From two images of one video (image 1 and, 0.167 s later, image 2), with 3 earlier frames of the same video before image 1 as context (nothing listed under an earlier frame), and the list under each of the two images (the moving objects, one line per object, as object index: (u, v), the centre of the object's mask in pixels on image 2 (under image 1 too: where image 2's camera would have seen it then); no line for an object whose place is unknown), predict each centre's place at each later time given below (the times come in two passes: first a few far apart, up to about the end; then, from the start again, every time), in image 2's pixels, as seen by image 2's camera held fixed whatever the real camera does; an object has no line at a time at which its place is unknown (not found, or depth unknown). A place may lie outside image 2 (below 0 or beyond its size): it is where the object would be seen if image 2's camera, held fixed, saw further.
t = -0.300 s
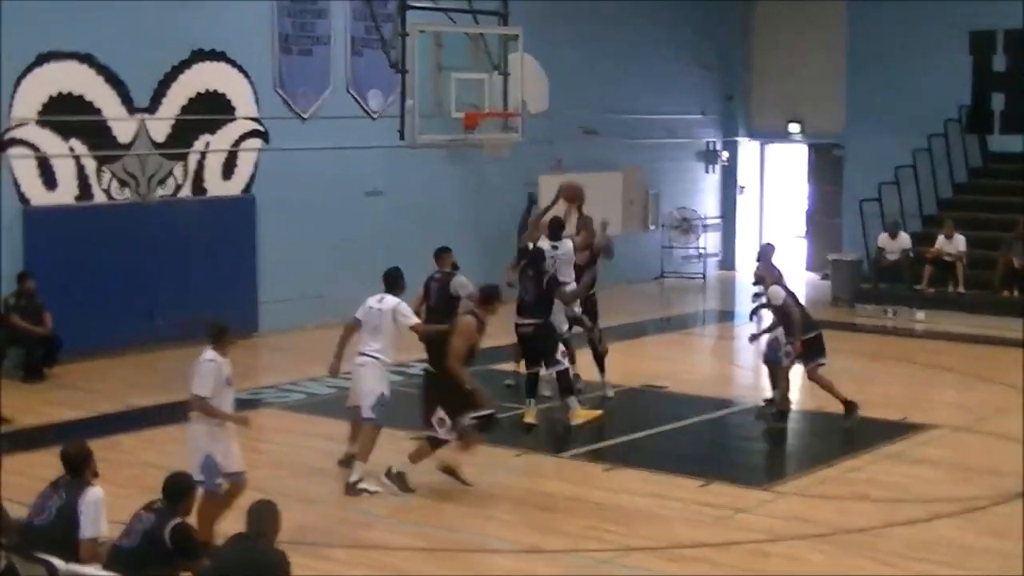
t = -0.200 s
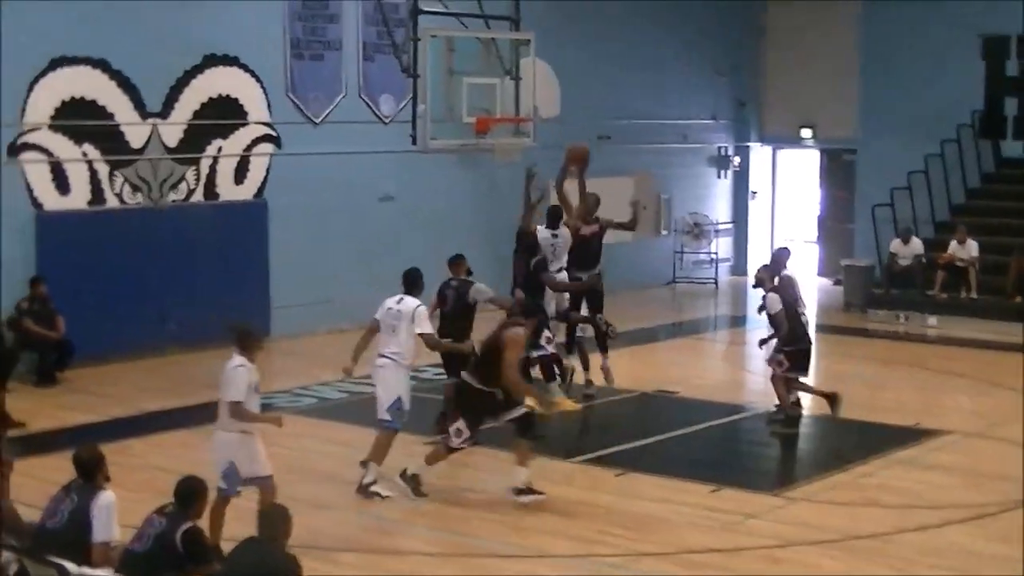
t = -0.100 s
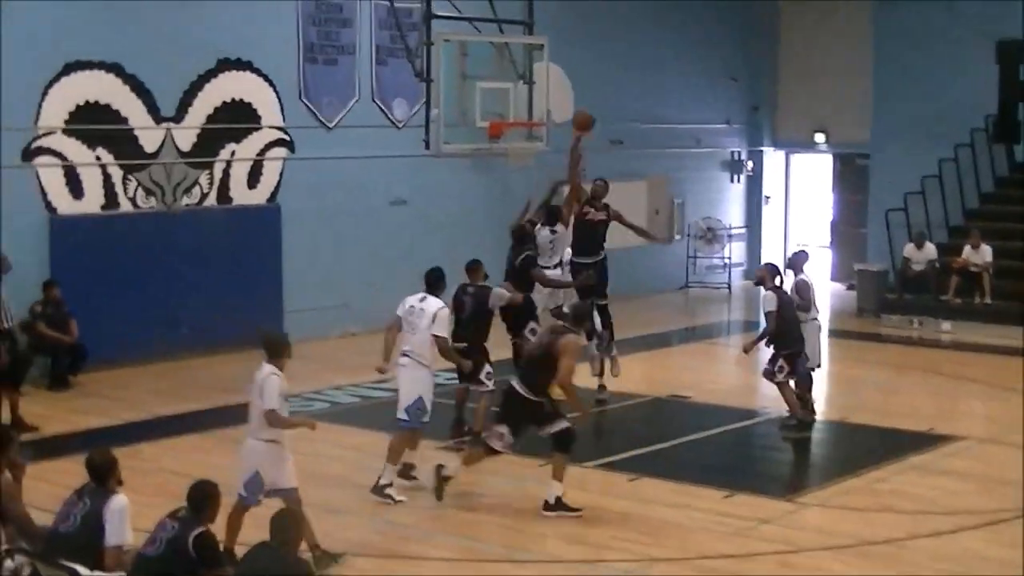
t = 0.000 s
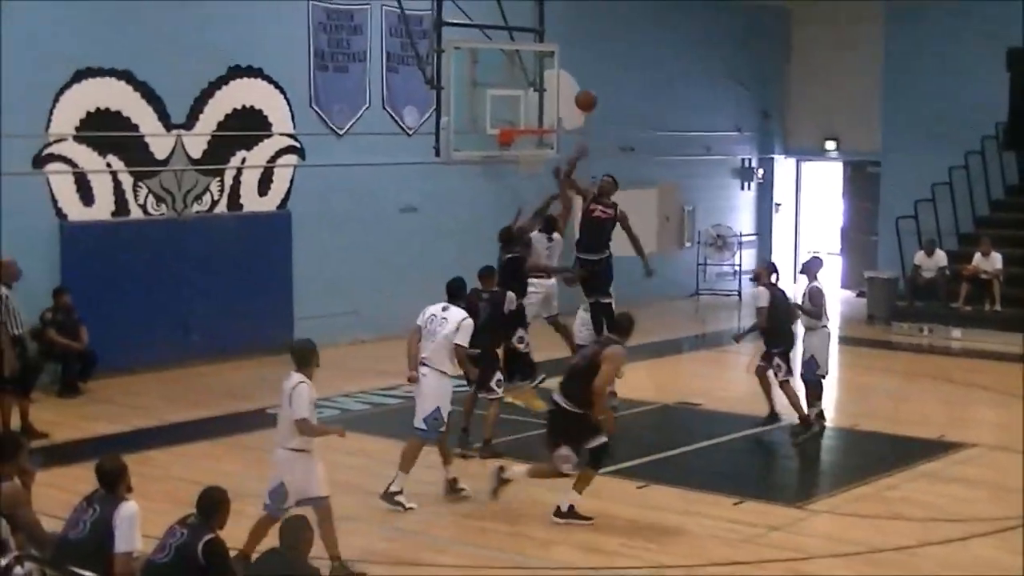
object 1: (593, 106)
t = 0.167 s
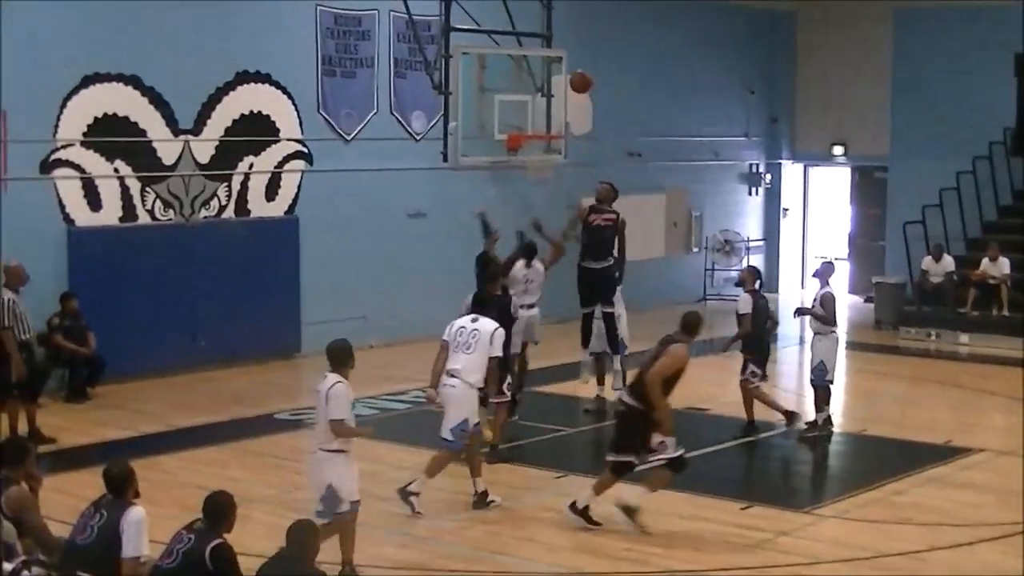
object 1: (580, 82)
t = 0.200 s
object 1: (578, 80)
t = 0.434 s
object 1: (559, 100)
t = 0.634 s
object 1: (544, 158)
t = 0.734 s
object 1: (536, 194)
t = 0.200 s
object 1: (578, 80)
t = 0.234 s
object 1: (575, 80)
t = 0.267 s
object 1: (572, 81)
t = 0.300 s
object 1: (570, 83)
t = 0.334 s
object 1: (567, 85)
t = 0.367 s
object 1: (565, 89)
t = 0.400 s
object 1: (562, 94)
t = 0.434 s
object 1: (559, 100)
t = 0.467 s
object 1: (557, 107)
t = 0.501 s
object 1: (554, 115)
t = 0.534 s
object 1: (551, 123)
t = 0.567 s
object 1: (549, 133)
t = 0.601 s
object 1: (546, 147)
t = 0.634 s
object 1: (544, 158)
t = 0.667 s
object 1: (541, 169)
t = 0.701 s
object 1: (538, 180)
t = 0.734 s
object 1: (536, 194)
